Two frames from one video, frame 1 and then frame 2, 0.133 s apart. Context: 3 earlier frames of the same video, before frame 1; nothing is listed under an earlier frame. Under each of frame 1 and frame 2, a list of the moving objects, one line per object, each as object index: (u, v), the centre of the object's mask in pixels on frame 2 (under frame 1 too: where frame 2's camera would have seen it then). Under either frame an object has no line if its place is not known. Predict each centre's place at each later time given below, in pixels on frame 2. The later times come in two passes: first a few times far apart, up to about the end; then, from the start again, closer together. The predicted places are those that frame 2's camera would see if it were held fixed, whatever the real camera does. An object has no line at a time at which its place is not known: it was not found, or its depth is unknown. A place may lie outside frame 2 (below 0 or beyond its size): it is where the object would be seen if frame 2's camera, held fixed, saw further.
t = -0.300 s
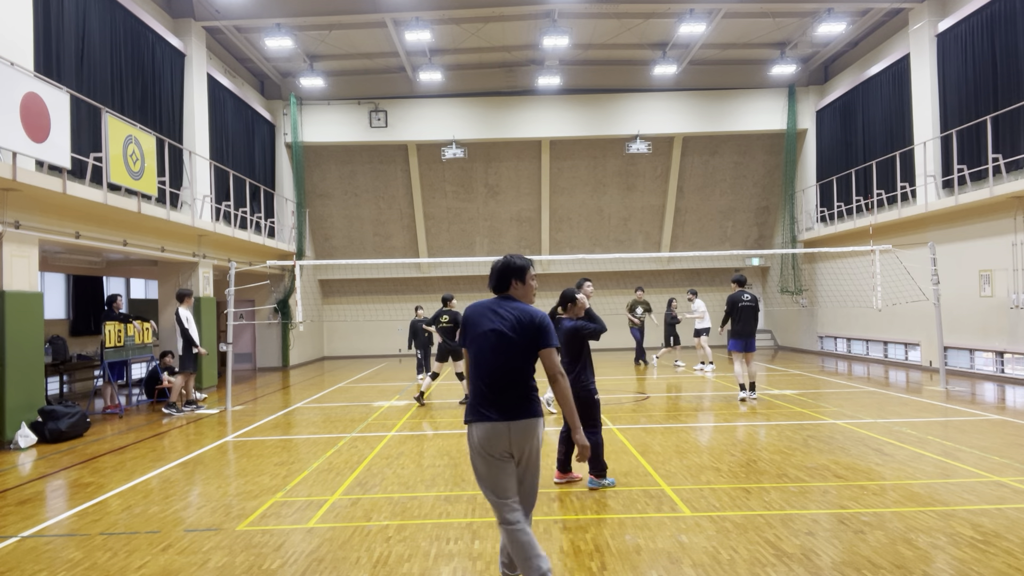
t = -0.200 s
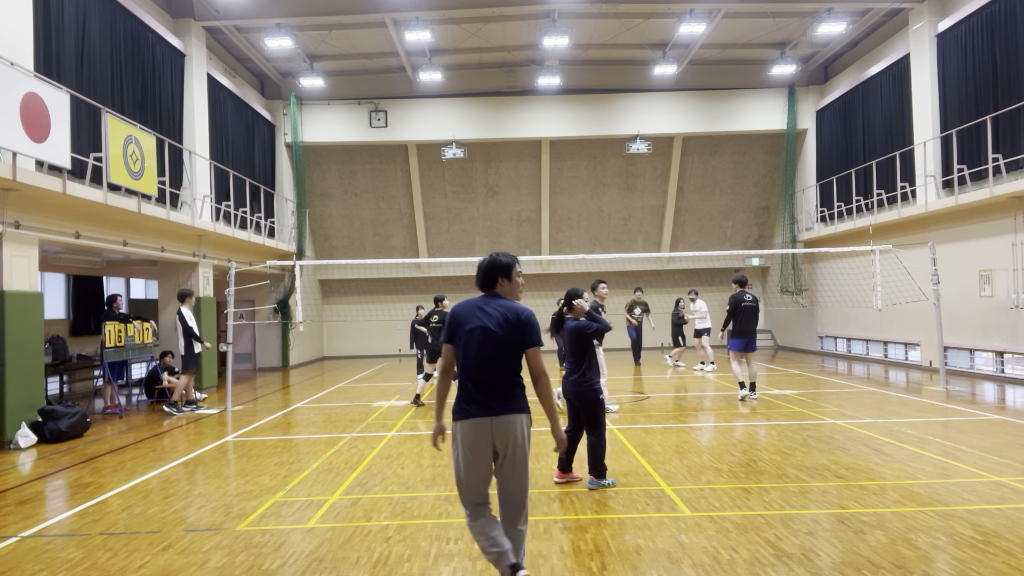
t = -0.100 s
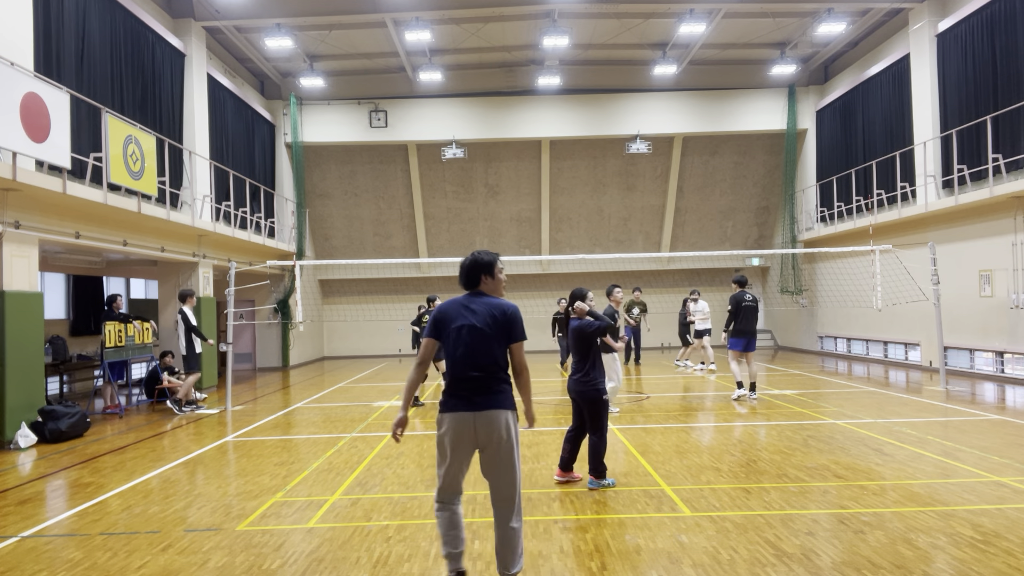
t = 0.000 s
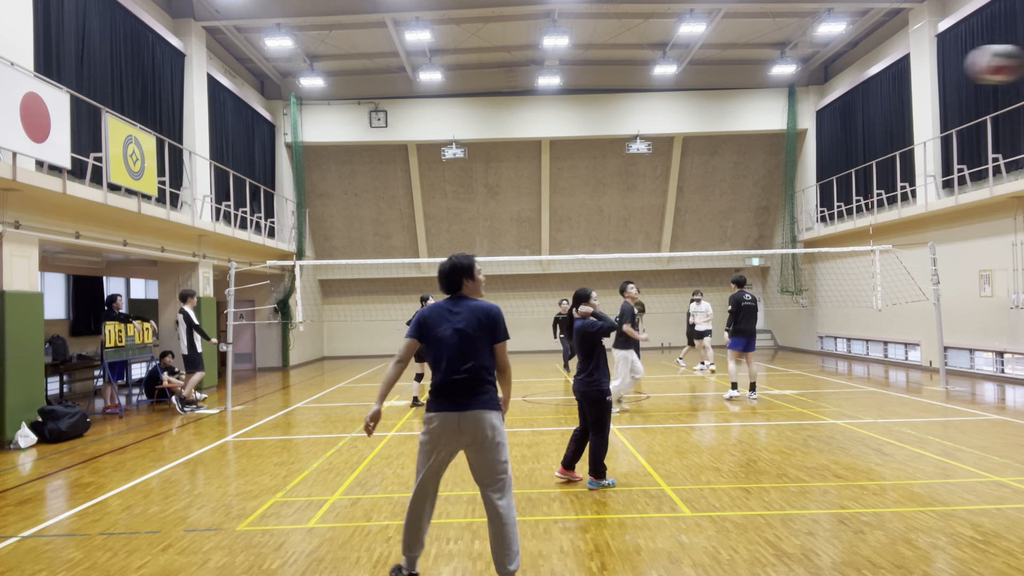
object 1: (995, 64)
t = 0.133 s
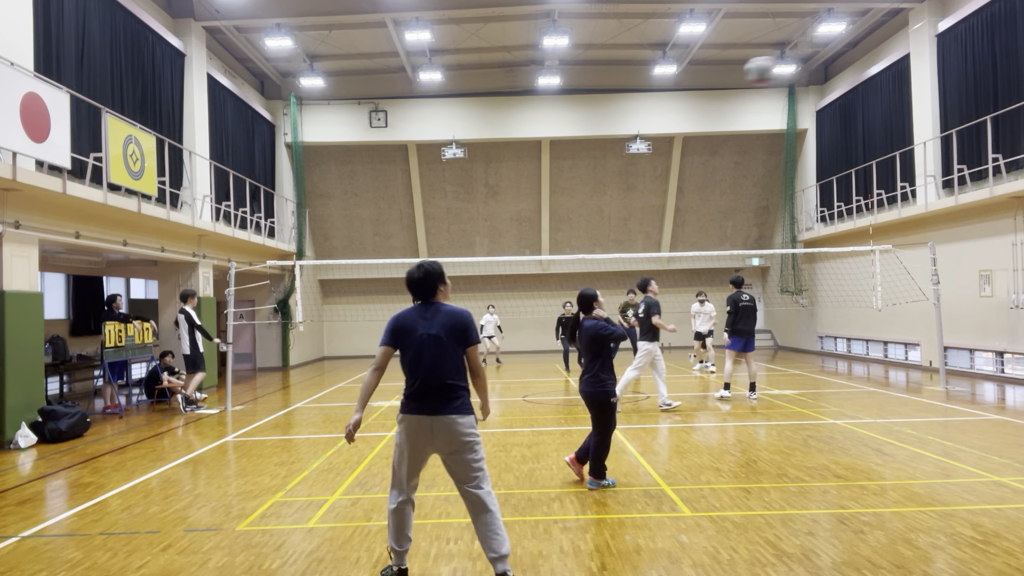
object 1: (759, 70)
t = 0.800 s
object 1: (418, 219)
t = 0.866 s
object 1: (404, 237)
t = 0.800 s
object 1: (418, 219)
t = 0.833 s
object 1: (411, 228)
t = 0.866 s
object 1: (404, 237)
